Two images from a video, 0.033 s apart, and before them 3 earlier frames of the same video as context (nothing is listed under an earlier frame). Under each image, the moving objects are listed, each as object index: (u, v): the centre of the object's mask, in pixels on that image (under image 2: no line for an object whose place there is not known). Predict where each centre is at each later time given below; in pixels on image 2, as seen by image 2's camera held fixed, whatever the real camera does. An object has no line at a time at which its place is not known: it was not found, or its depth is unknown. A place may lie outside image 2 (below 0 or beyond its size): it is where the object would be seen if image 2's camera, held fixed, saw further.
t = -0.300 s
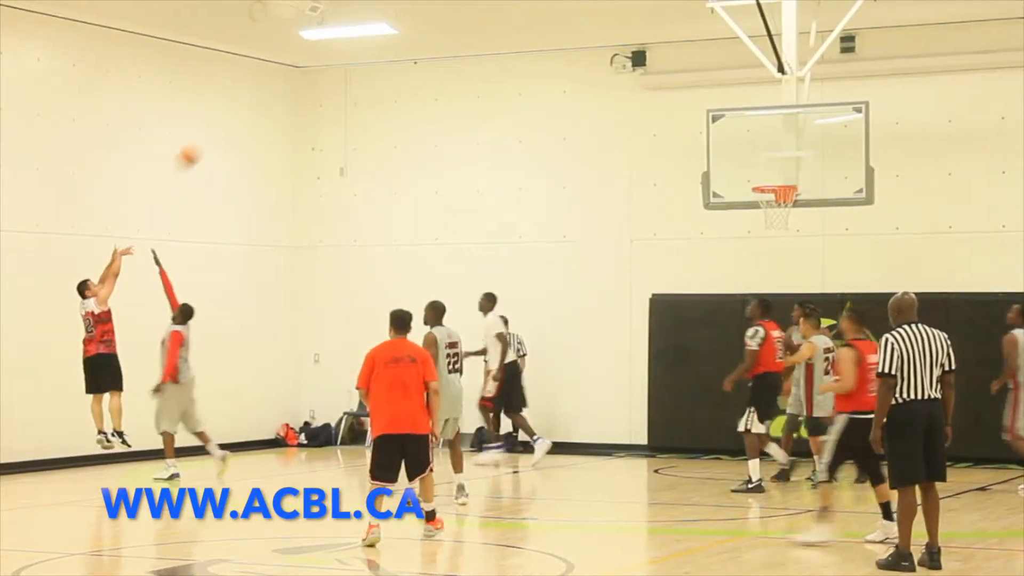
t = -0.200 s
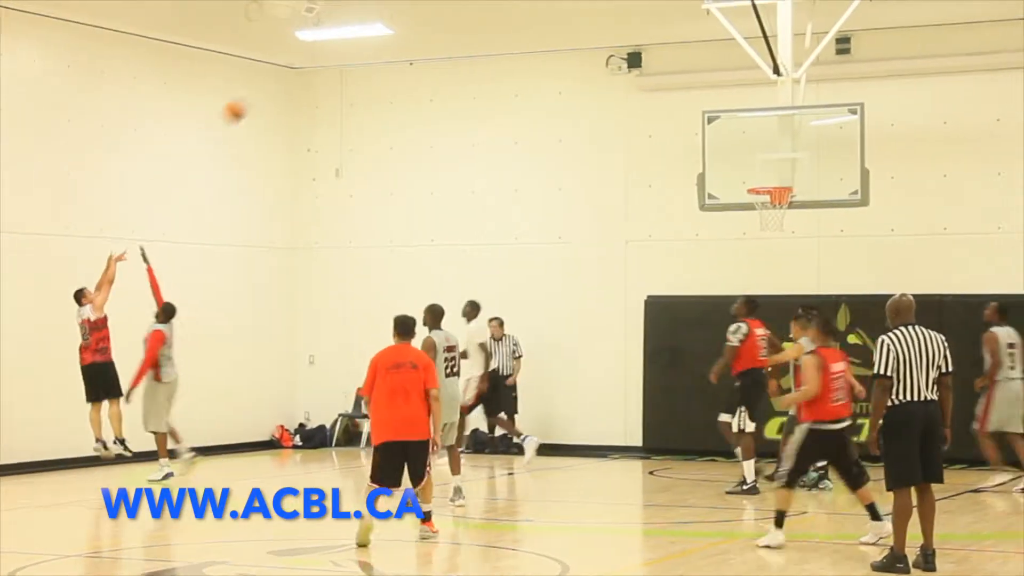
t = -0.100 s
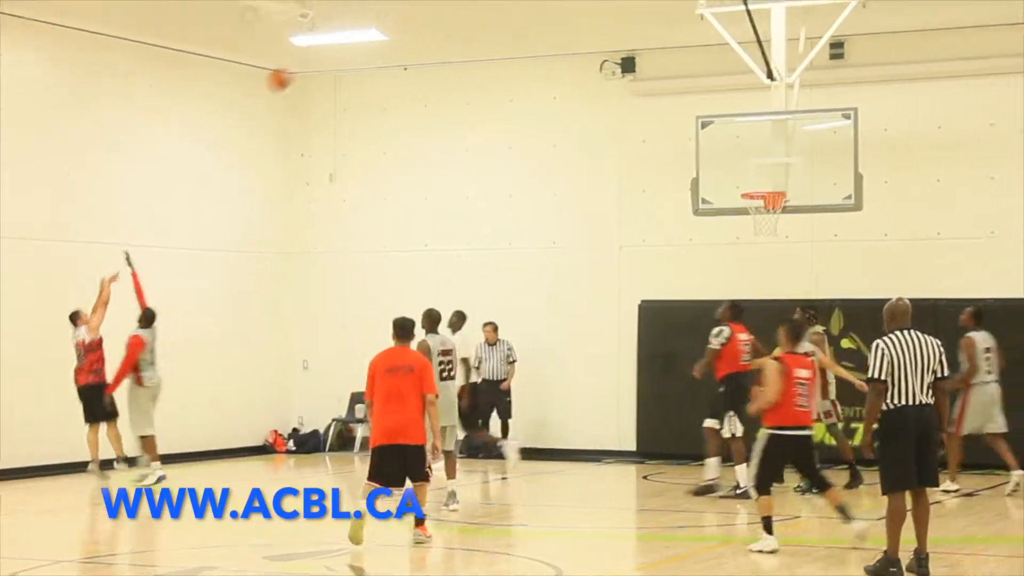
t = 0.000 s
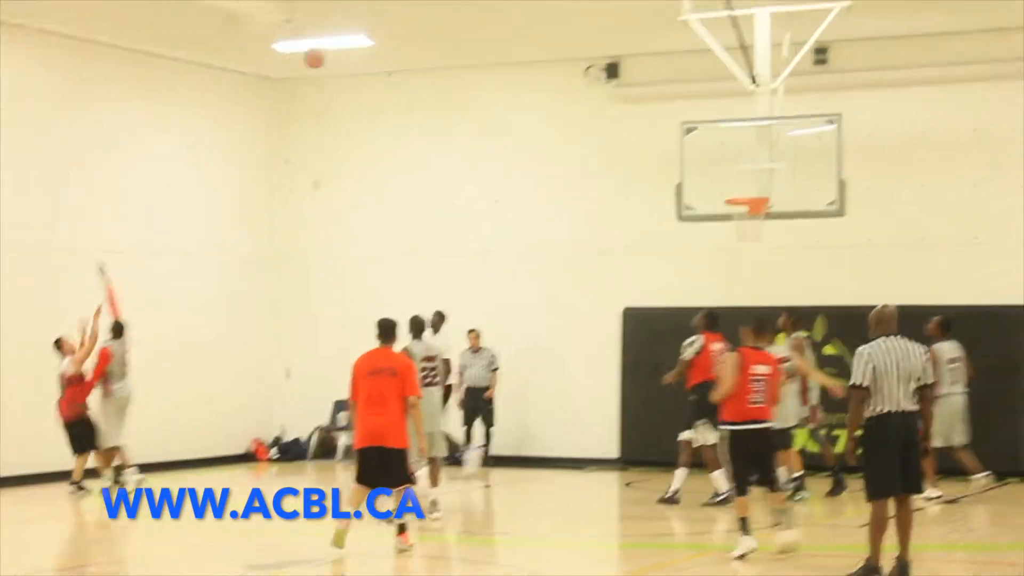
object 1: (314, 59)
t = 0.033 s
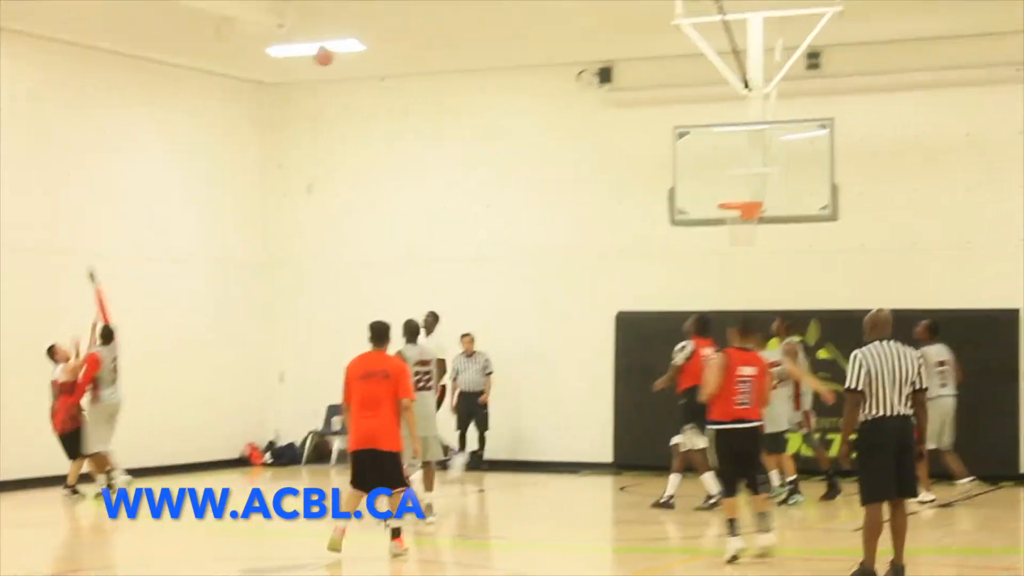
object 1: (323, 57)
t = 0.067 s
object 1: (340, 51)
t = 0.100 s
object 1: (358, 43)
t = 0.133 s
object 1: (372, 40)
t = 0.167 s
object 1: (389, 37)
